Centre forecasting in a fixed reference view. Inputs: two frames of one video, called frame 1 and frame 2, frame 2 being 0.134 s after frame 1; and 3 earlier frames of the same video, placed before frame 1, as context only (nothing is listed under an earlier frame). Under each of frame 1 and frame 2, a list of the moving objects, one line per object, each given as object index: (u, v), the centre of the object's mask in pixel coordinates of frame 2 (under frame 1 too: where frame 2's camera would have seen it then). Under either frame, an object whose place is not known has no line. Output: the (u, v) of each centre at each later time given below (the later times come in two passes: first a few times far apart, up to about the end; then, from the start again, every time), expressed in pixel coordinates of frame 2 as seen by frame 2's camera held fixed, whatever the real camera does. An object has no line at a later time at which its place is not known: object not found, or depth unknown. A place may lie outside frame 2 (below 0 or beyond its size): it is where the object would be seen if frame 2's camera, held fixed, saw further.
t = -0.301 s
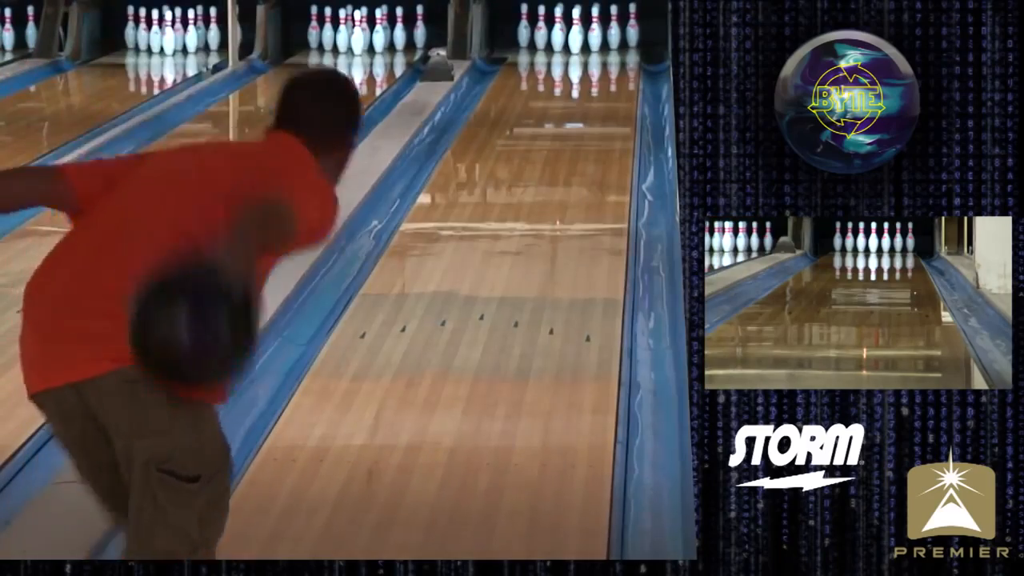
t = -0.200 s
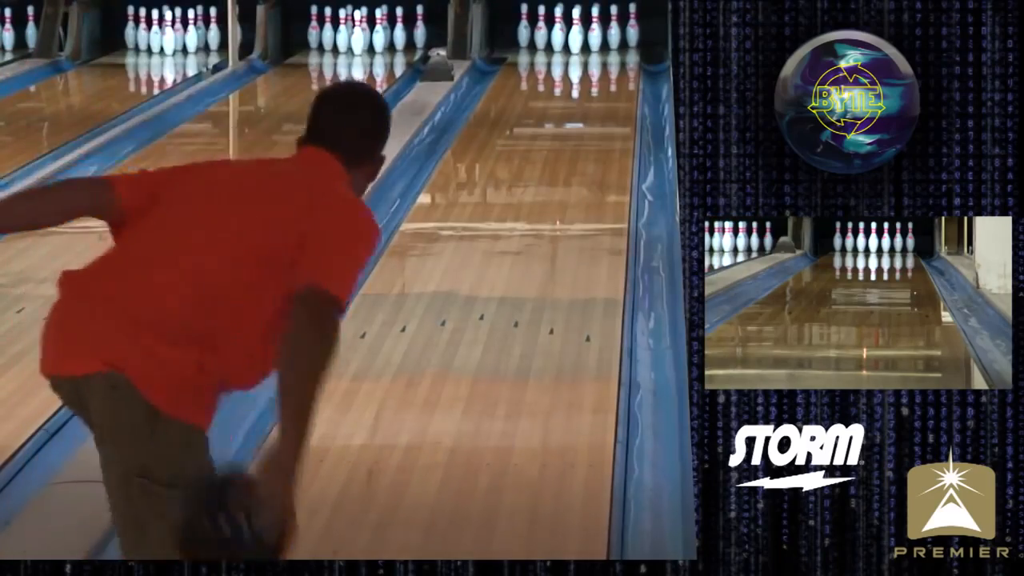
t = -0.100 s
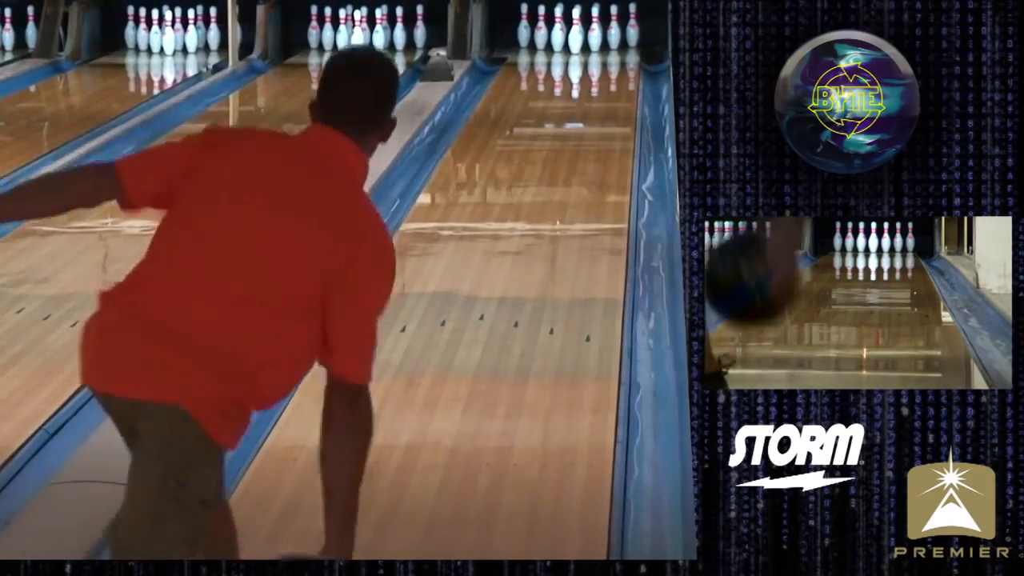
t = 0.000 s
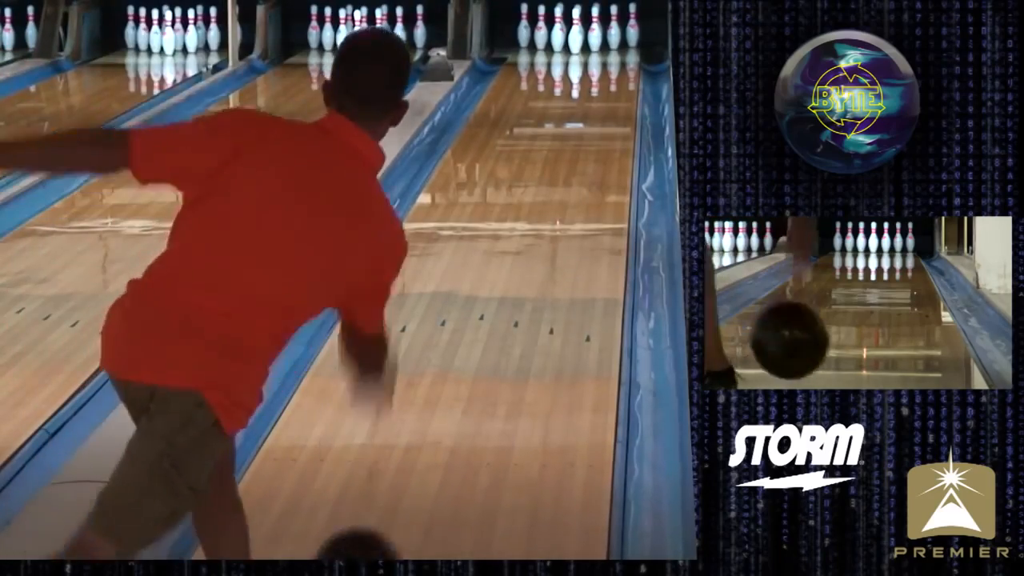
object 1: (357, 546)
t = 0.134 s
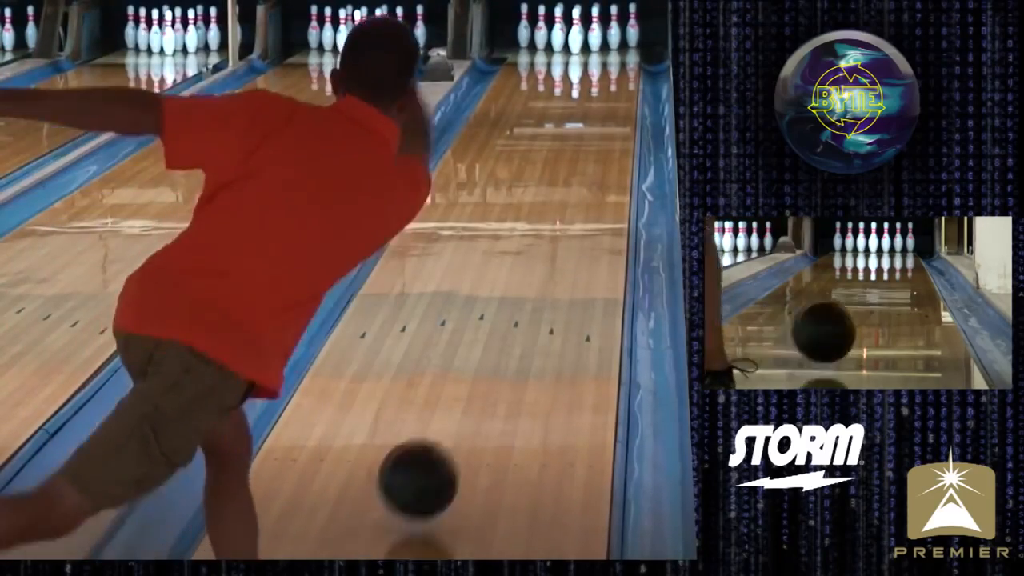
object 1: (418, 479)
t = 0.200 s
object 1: (442, 448)
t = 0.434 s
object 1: (505, 333)
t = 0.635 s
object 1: (543, 266)
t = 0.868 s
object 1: (575, 206)
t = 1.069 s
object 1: (594, 166)
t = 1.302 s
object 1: (610, 130)
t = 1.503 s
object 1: (618, 106)
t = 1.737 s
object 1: (619, 82)
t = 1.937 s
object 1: (612, 66)
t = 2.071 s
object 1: (603, 57)
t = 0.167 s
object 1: (430, 463)
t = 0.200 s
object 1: (442, 448)
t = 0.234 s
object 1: (453, 428)
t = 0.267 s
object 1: (463, 410)
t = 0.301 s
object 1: (472, 393)
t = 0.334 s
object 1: (481, 377)
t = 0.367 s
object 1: (490, 361)
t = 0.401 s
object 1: (497, 347)
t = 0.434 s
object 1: (505, 333)
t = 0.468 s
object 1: (512, 320)
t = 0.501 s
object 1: (519, 308)
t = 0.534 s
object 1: (526, 296)
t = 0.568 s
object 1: (532, 285)
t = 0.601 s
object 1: (538, 275)
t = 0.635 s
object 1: (543, 266)
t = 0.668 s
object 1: (548, 256)
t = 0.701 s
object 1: (553, 247)
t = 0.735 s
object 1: (558, 238)
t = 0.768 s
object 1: (563, 230)
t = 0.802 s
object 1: (567, 222)
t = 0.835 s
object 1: (571, 214)
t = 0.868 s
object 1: (575, 206)
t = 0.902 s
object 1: (578, 199)
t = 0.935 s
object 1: (582, 192)
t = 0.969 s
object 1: (585, 185)
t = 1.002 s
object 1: (589, 179)
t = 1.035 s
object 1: (592, 172)
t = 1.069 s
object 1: (594, 166)
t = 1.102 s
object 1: (597, 160)
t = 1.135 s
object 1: (600, 155)
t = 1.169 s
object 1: (602, 149)
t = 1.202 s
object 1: (604, 144)
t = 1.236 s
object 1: (606, 139)
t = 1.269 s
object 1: (608, 135)
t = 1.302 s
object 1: (610, 130)
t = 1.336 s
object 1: (612, 125)
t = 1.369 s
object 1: (613, 121)
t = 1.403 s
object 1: (614, 117)
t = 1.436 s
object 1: (616, 113)
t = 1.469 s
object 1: (617, 109)
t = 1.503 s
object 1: (618, 106)
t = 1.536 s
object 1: (618, 102)
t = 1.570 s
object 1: (619, 99)
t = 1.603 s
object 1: (620, 95)
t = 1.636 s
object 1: (620, 92)
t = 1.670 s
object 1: (620, 88)
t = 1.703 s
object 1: (619, 85)
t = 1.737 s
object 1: (619, 82)
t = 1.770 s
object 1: (618, 79)
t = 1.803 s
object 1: (618, 76)
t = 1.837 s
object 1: (616, 73)
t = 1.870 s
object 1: (615, 70)
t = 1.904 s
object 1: (614, 68)
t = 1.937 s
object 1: (612, 66)
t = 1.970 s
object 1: (610, 63)
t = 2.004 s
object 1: (607, 61)
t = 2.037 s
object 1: (605, 59)
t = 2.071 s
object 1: (603, 57)
